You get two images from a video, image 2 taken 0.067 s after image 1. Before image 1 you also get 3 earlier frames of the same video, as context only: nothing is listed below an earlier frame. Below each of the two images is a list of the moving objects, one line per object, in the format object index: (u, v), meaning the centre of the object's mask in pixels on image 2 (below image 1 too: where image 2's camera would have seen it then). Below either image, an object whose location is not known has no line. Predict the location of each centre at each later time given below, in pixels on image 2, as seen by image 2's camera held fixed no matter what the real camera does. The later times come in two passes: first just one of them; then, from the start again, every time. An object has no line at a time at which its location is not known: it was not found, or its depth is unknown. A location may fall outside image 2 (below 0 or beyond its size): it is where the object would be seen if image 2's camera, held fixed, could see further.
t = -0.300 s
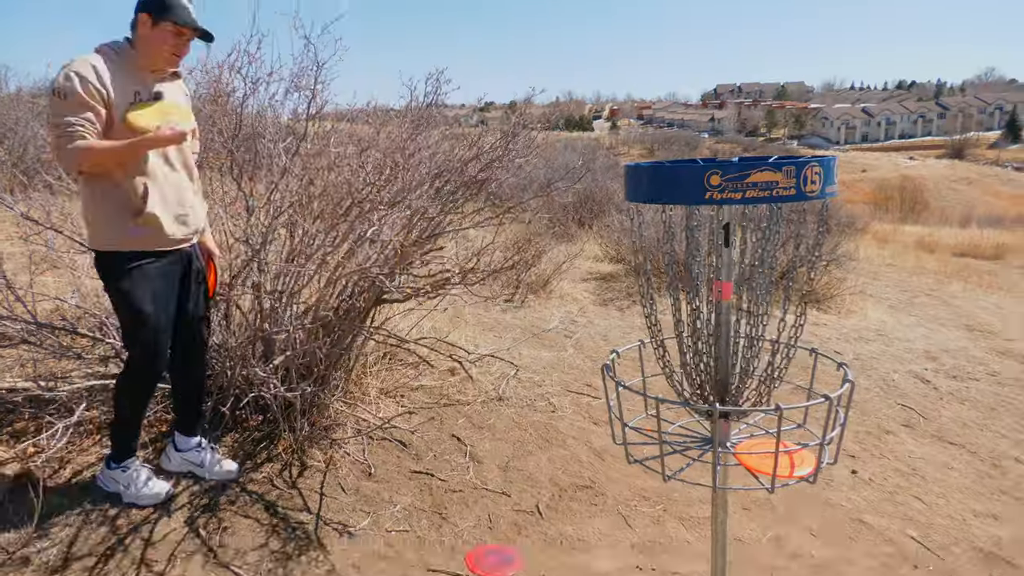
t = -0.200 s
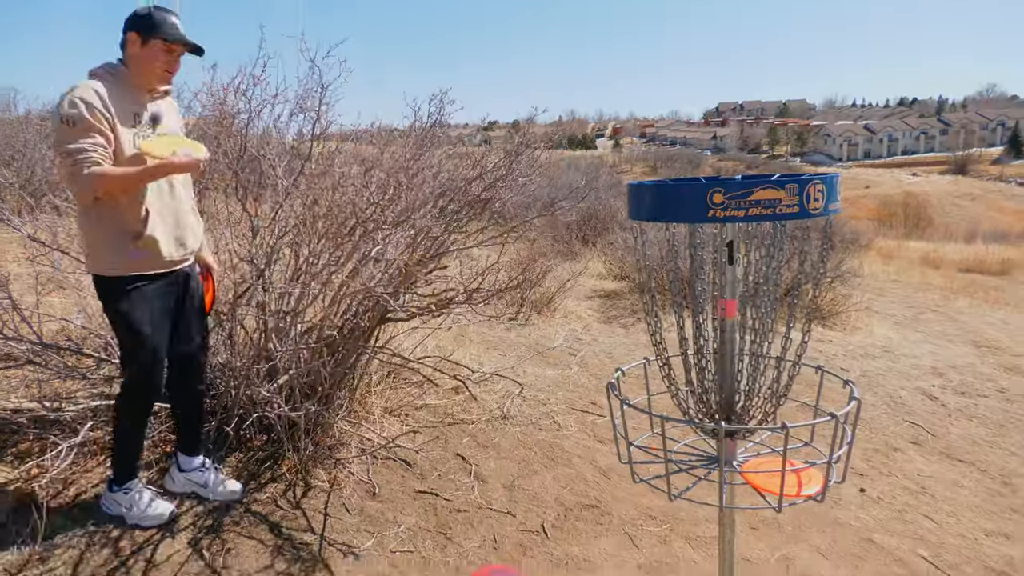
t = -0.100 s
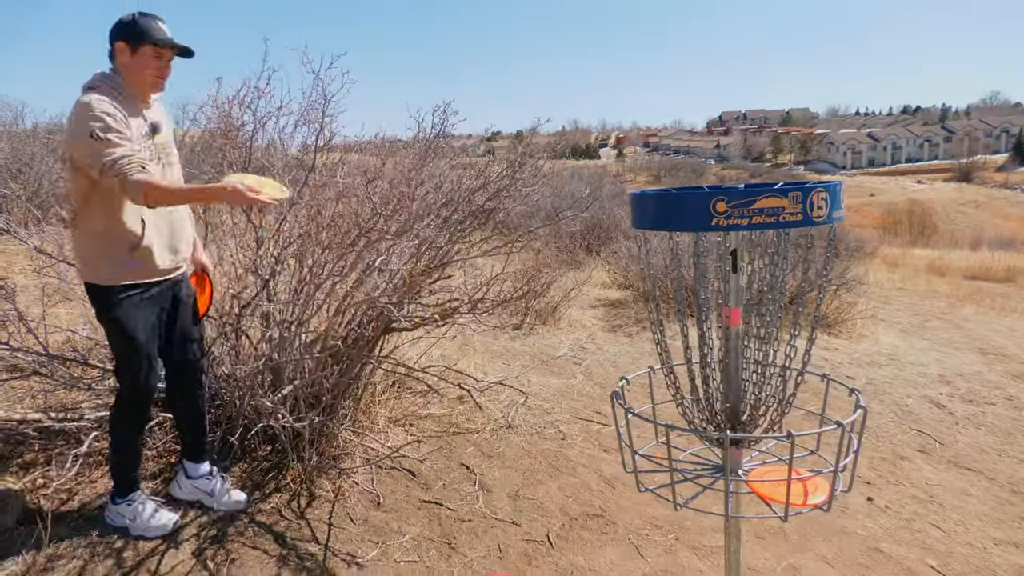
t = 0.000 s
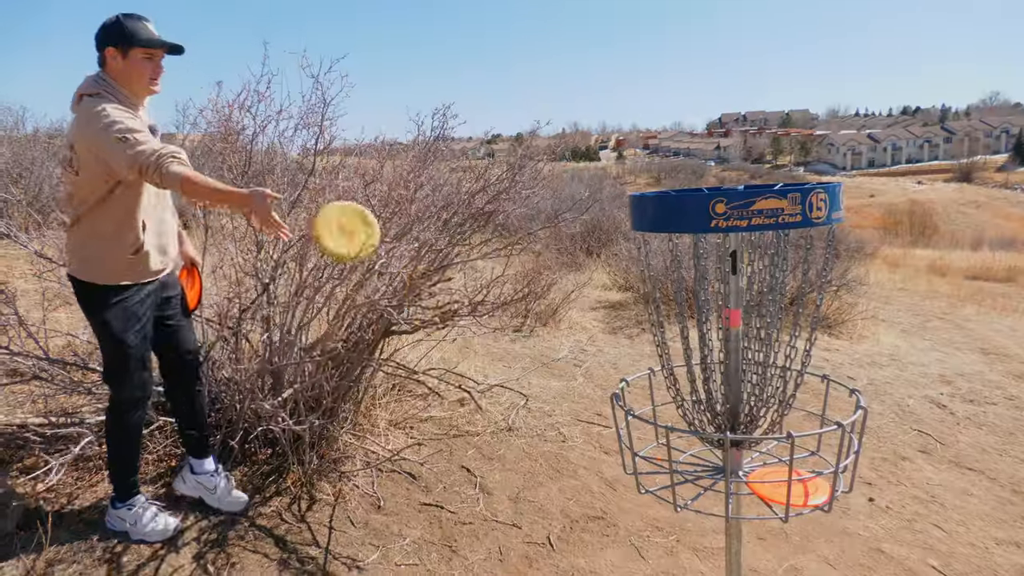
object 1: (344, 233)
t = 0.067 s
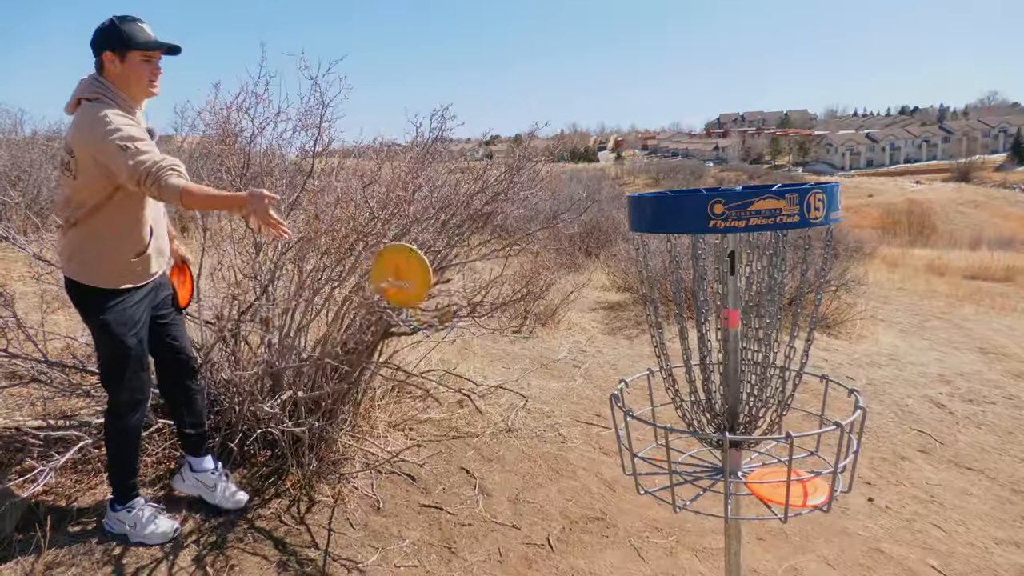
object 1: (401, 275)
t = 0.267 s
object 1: (551, 475)
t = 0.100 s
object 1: (429, 299)
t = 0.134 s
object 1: (456, 329)
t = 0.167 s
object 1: (480, 362)
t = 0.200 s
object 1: (505, 397)
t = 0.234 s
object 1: (527, 435)
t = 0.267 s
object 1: (551, 475)
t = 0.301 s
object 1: (576, 519)
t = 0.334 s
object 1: (601, 558)
